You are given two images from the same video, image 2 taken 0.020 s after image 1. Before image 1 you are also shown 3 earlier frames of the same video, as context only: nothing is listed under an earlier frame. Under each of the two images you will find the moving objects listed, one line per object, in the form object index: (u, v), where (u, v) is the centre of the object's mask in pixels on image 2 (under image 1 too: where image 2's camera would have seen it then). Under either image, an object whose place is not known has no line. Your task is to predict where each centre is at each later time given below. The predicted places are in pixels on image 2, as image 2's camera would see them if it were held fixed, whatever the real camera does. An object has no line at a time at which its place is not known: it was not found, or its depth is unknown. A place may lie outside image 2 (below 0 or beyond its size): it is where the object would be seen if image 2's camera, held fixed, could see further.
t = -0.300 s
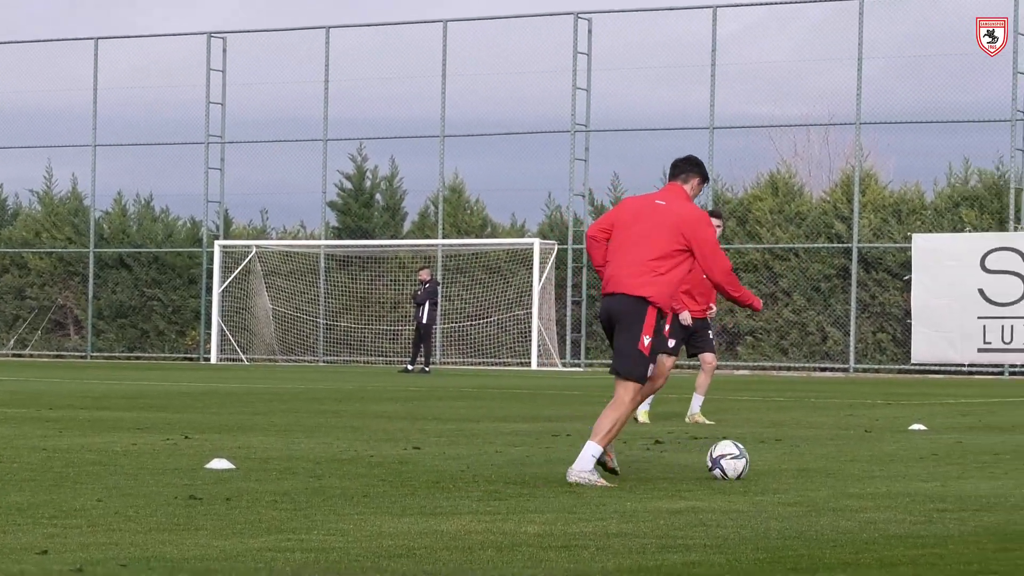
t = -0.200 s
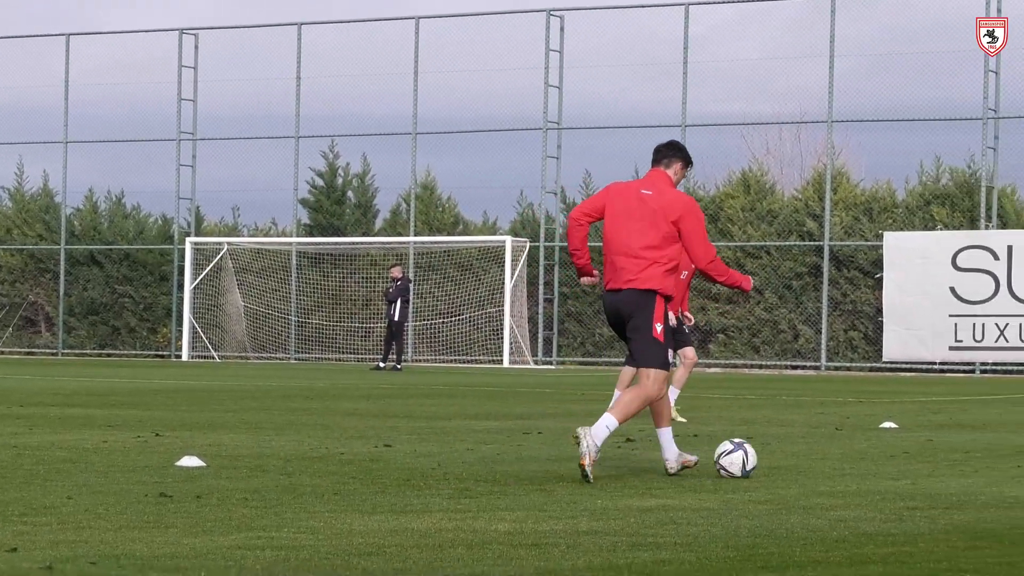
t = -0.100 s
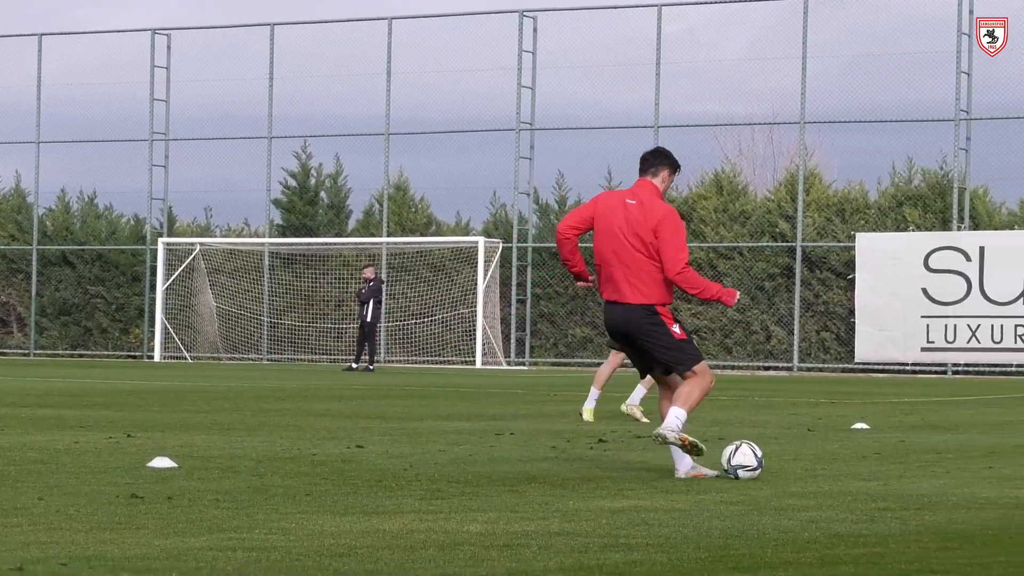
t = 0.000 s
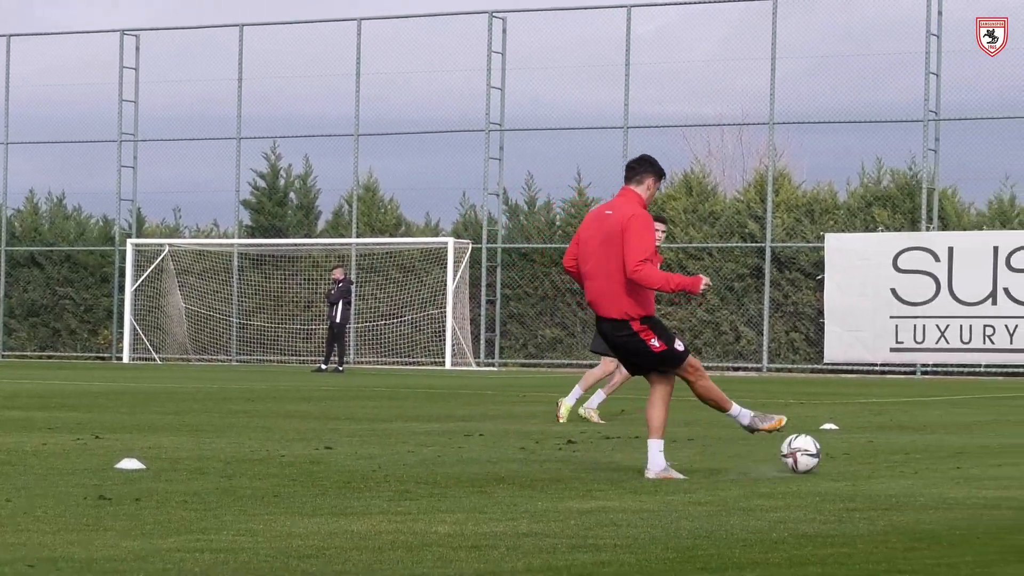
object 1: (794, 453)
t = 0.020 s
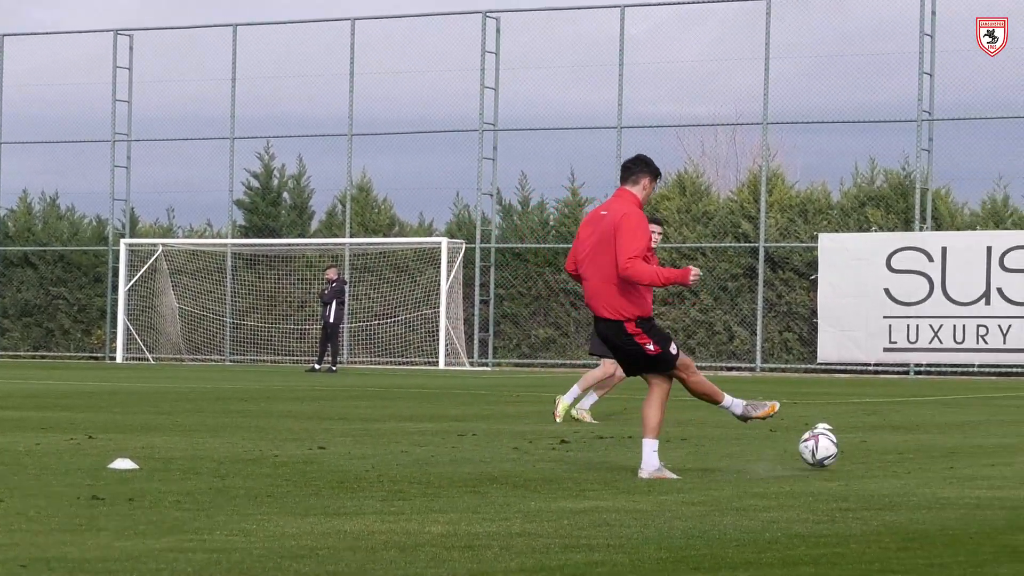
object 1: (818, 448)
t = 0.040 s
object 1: (842, 444)
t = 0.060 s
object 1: (865, 440)
